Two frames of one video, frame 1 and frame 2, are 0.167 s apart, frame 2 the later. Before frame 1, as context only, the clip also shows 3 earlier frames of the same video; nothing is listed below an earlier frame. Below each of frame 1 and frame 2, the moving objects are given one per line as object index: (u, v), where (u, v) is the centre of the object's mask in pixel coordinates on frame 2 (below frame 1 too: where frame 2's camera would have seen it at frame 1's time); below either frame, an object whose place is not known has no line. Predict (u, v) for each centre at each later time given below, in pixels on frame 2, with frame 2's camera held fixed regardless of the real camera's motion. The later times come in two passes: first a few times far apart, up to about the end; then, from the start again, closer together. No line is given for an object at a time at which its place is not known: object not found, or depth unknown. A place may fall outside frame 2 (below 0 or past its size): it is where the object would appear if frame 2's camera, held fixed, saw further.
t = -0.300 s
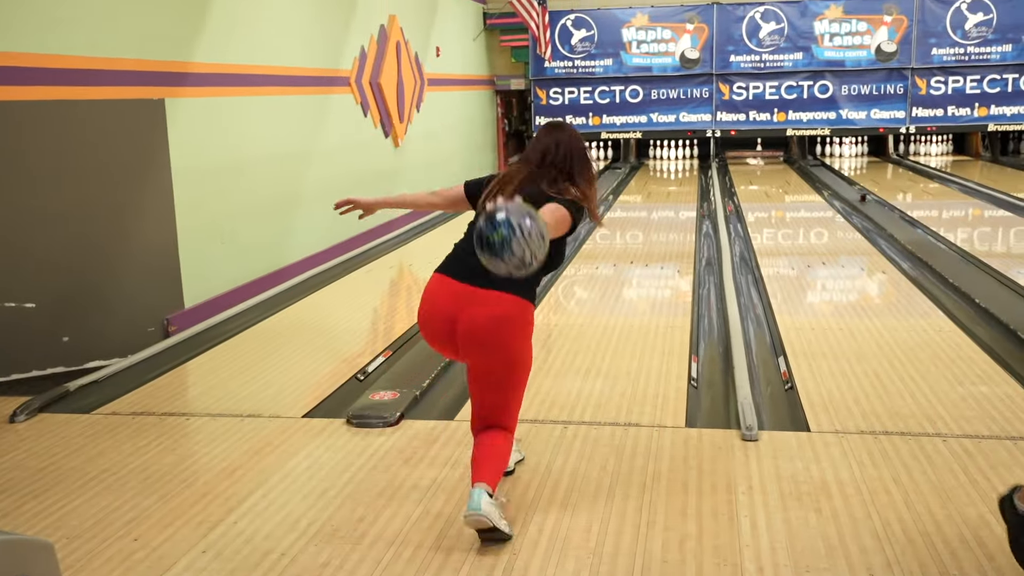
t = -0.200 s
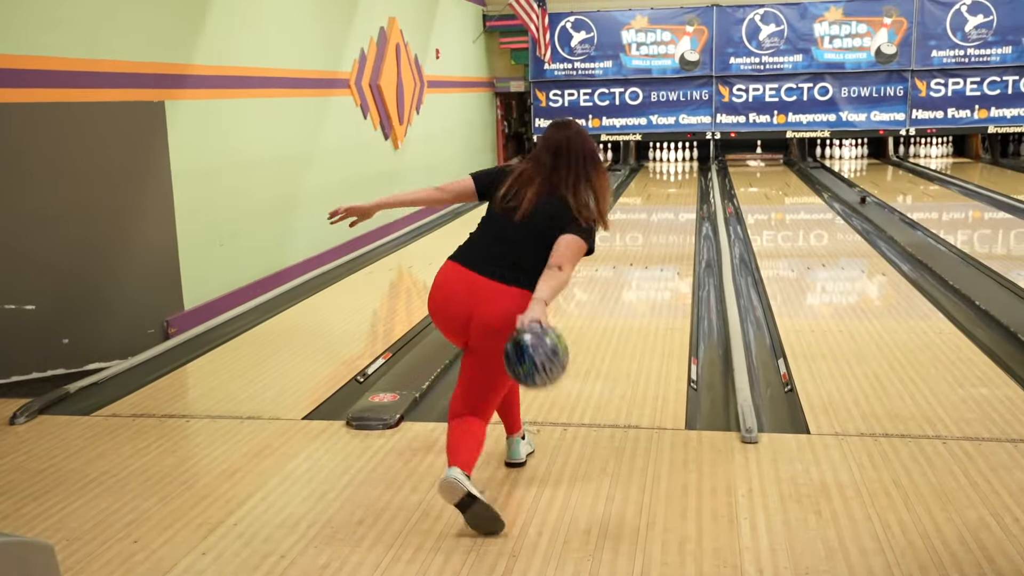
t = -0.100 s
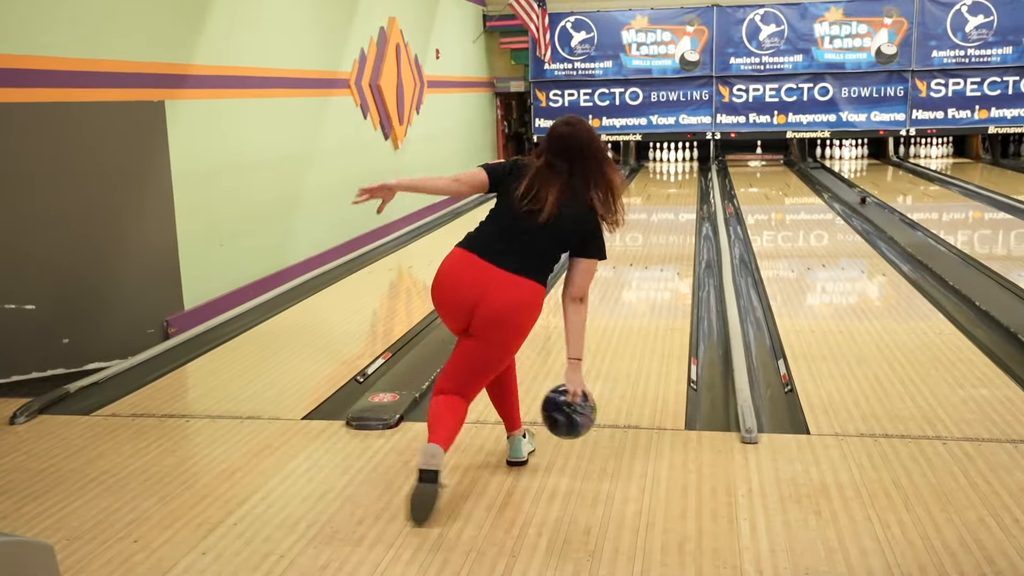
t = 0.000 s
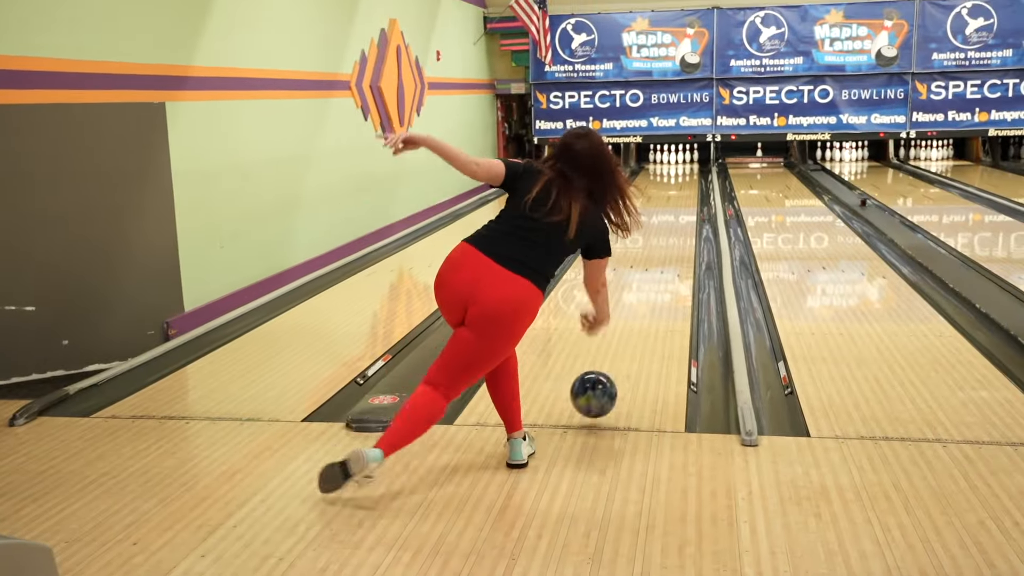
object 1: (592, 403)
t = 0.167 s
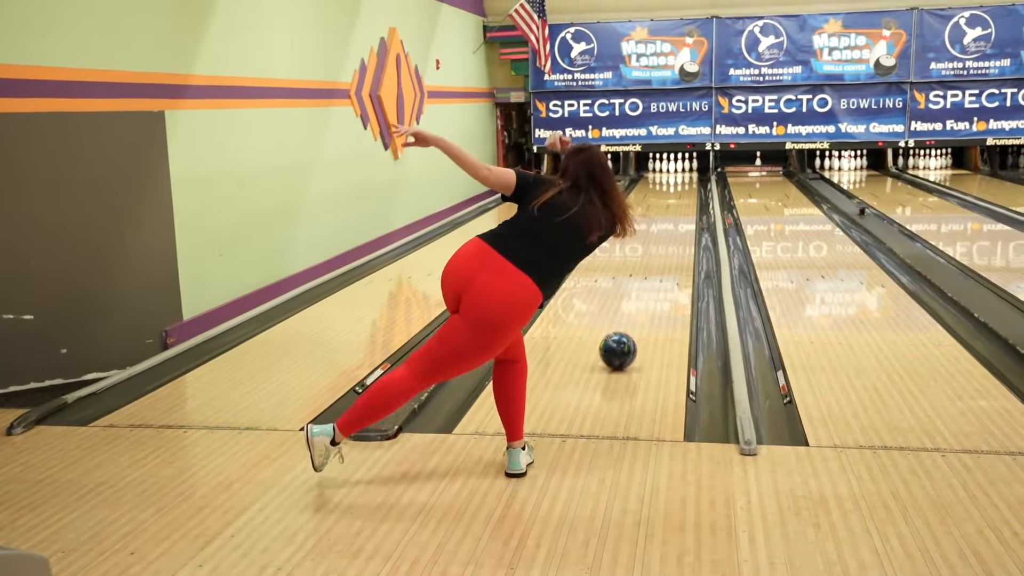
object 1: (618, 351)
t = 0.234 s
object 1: (625, 332)
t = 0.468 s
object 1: (644, 284)
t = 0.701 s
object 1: (656, 254)
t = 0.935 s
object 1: (665, 231)
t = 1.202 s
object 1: (671, 212)
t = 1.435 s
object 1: (675, 200)
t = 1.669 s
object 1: (678, 190)
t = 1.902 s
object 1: (680, 182)
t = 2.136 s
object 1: (680, 176)
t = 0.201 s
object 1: (622, 341)
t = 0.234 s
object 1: (625, 332)
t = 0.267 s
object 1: (629, 324)
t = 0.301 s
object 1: (632, 316)
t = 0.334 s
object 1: (635, 309)
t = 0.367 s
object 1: (637, 302)
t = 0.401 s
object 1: (640, 296)
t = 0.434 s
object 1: (642, 290)
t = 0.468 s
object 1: (644, 284)
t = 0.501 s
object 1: (646, 279)
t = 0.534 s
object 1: (649, 274)
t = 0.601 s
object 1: (652, 265)
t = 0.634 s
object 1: (653, 261)
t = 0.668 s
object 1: (655, 257)
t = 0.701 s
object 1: (656, 254)
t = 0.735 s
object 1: (658, 250)
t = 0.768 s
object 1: (659, 246)
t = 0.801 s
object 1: (660, 243)
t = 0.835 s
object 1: (661, 239)
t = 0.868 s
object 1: (662, 237)
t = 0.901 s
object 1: (664, 234)
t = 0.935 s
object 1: (665, 231)
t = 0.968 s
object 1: (666, 228)
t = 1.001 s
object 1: (667, 226)
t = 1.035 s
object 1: (667, 223)
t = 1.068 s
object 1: (668, 221)
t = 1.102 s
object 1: (669, 219)
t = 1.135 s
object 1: (670, 217)
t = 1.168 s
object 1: (671, 214)
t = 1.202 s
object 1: (671, 212)
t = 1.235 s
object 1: (672, 210)
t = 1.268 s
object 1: (673, 208)
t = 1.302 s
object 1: (673, 207)
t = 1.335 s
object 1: (674, 205)
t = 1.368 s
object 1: (675, 203)
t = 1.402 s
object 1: (675, 202)
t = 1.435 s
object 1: (675, 200)
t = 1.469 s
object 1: (676, 199)
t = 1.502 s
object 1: (677, 197)
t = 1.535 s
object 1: (677, 196)
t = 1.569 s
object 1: (677, 194)
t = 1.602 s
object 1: (678, 192)
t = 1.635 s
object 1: (678, 191)
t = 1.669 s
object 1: (678, 190)
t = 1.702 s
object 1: (679, 189)
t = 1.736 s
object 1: (679, 187)
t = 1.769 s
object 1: (680, 186)
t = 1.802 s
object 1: (680, 186)
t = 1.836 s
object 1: (680, 184)
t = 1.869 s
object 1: (680, 183)
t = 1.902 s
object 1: (680, 182)
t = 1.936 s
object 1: (681, 181)
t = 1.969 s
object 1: (681, 180)
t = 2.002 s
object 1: (681, 179)
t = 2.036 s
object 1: (680, 178)
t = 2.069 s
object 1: (681, 177)
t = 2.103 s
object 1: (680, 176)
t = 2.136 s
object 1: (680, 176)
